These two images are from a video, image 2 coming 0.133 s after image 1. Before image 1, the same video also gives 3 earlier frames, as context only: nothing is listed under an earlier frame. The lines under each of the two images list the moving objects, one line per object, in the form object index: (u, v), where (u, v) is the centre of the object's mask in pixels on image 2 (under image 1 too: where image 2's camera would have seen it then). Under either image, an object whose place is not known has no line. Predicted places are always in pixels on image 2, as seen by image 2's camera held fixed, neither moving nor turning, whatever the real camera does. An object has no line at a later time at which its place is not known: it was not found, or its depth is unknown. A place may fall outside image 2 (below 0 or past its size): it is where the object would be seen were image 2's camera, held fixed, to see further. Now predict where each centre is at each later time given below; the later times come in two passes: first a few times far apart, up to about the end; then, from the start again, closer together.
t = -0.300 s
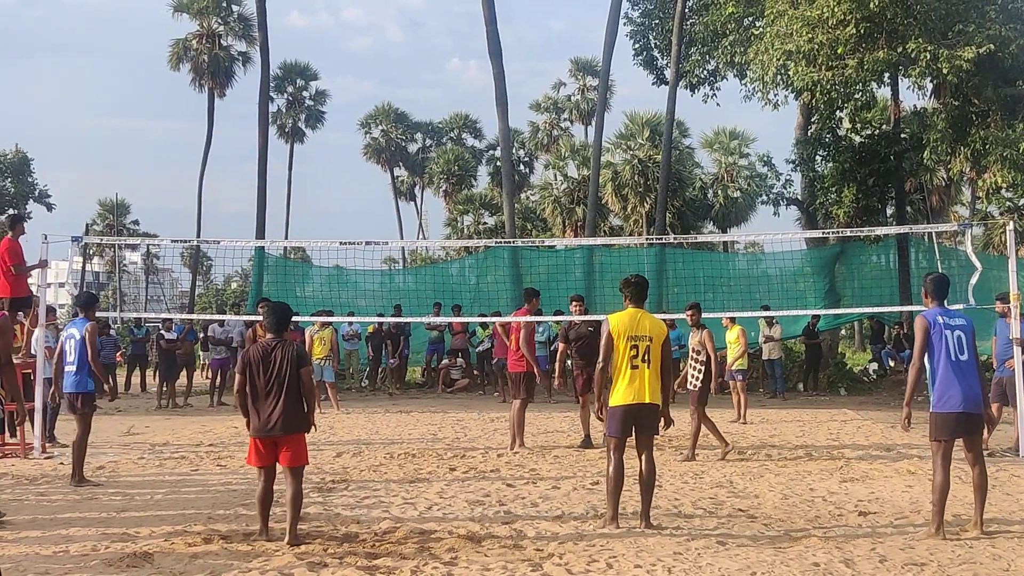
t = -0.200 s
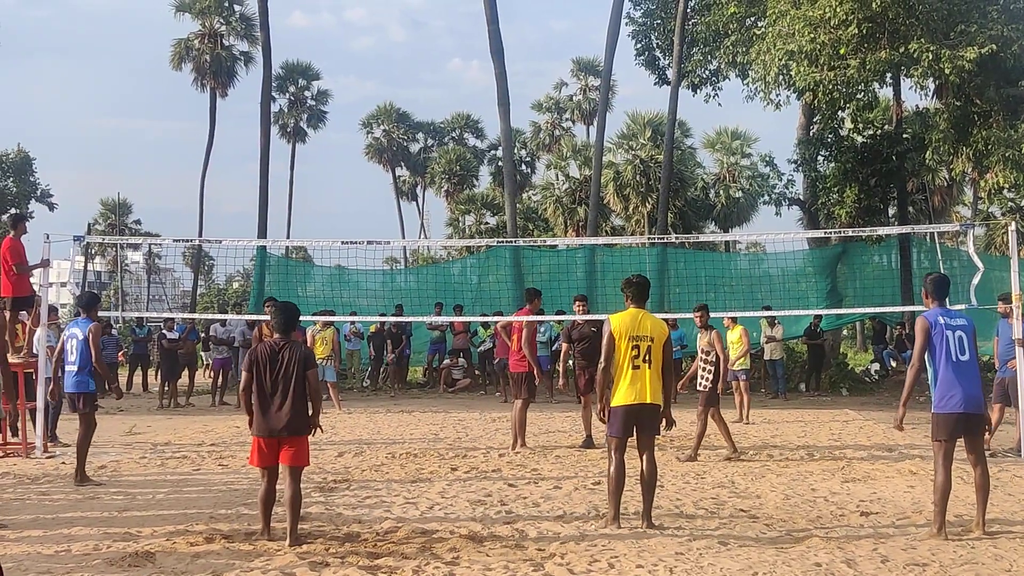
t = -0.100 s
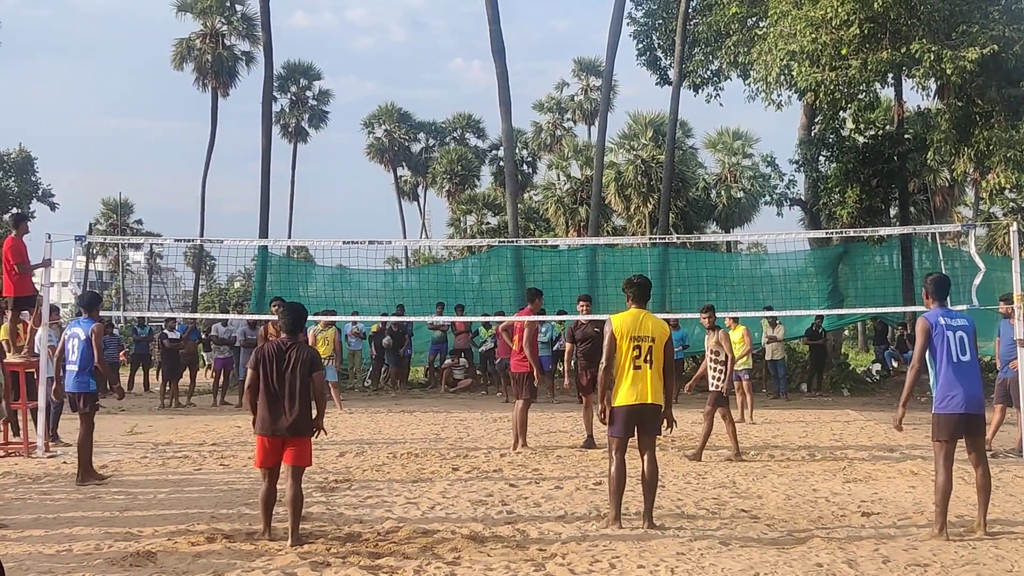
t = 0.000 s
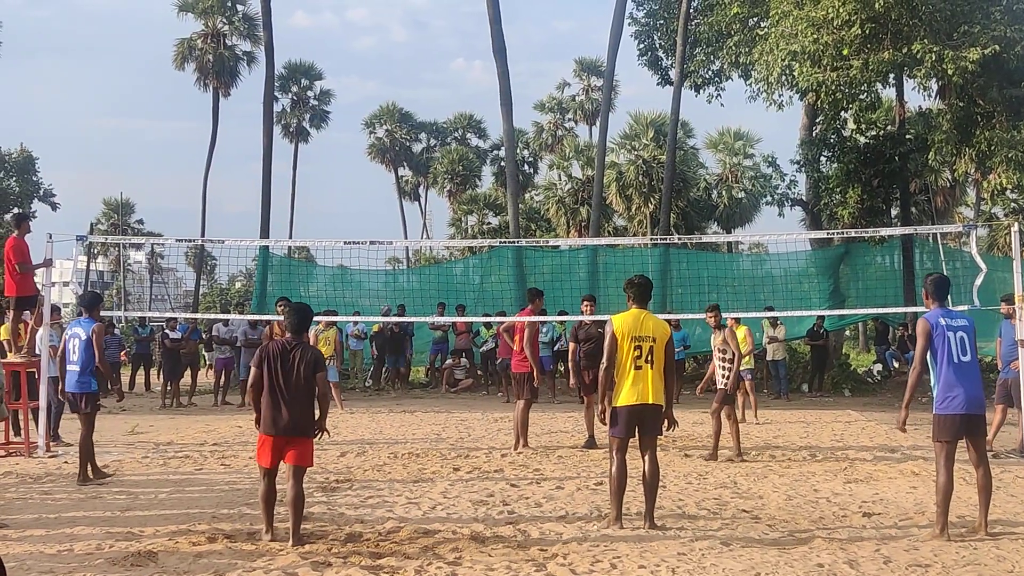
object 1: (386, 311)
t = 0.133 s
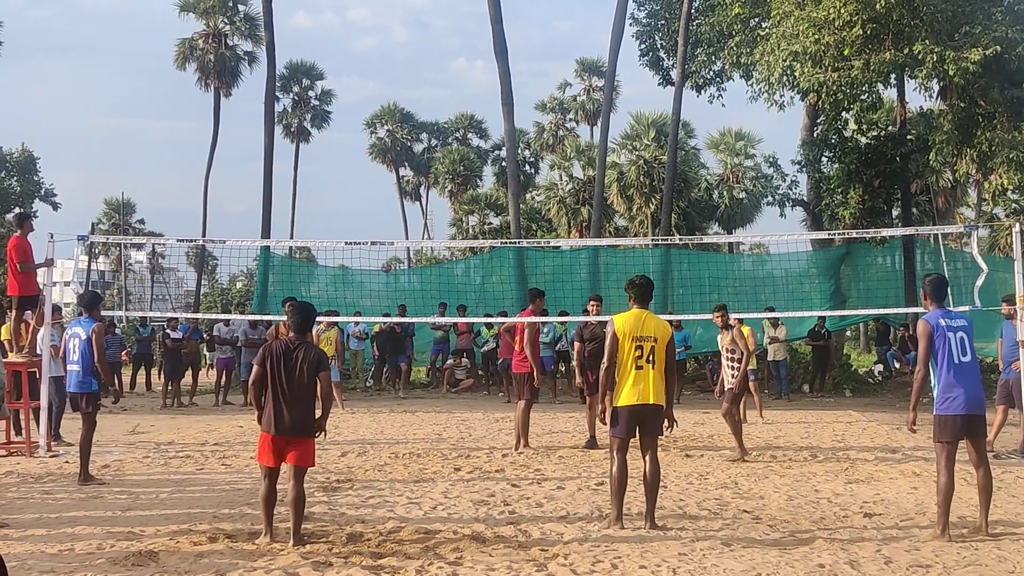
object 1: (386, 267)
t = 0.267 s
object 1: (384, 233)
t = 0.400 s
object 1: (383, 209)
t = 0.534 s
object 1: (381, 192)
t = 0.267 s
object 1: (384, 233)
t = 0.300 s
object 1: (384, 226)
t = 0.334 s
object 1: (384, 220)
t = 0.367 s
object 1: (383, 214)
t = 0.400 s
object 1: (383, 209)
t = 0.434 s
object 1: (382, 204)
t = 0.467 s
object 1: (382, 199)
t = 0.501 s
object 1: (382, 196)
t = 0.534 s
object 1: (381, 192)
